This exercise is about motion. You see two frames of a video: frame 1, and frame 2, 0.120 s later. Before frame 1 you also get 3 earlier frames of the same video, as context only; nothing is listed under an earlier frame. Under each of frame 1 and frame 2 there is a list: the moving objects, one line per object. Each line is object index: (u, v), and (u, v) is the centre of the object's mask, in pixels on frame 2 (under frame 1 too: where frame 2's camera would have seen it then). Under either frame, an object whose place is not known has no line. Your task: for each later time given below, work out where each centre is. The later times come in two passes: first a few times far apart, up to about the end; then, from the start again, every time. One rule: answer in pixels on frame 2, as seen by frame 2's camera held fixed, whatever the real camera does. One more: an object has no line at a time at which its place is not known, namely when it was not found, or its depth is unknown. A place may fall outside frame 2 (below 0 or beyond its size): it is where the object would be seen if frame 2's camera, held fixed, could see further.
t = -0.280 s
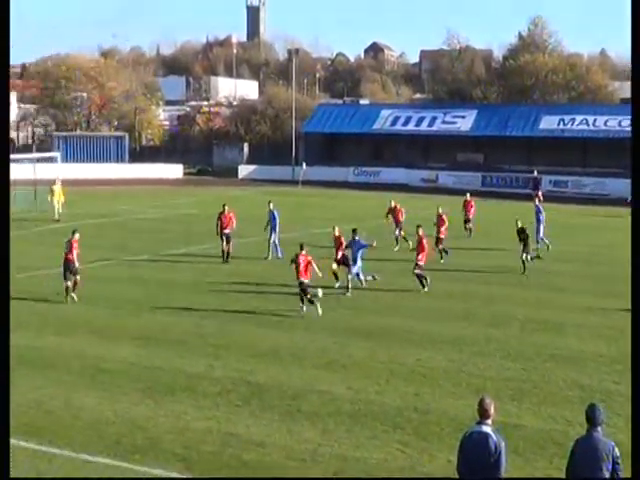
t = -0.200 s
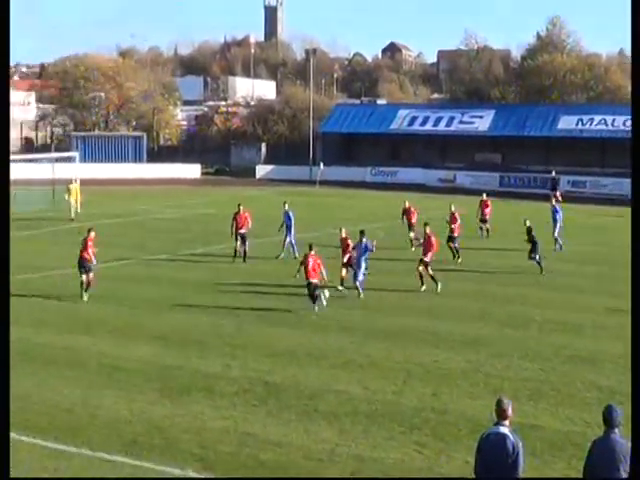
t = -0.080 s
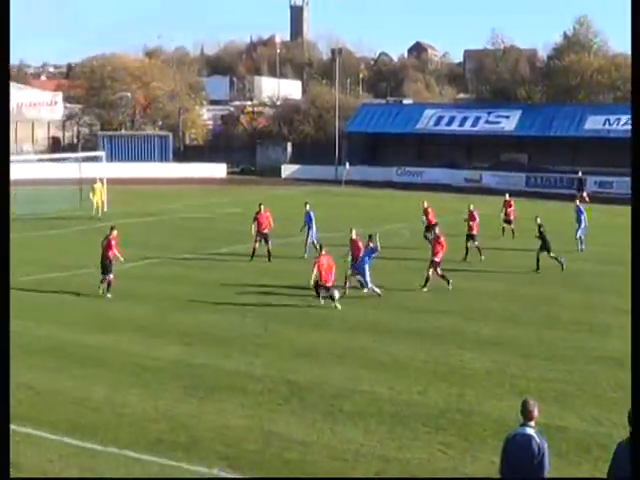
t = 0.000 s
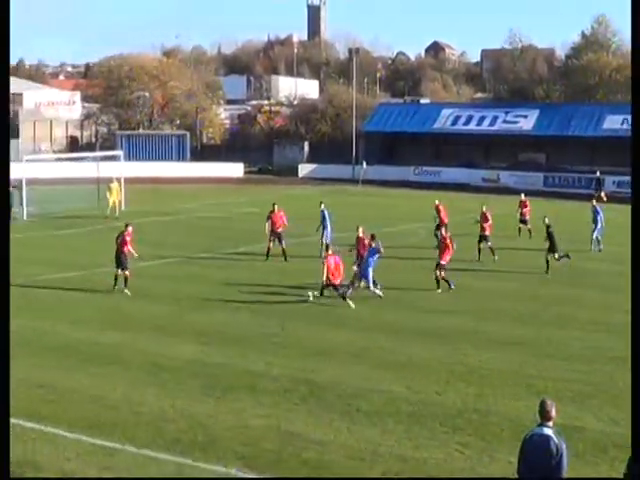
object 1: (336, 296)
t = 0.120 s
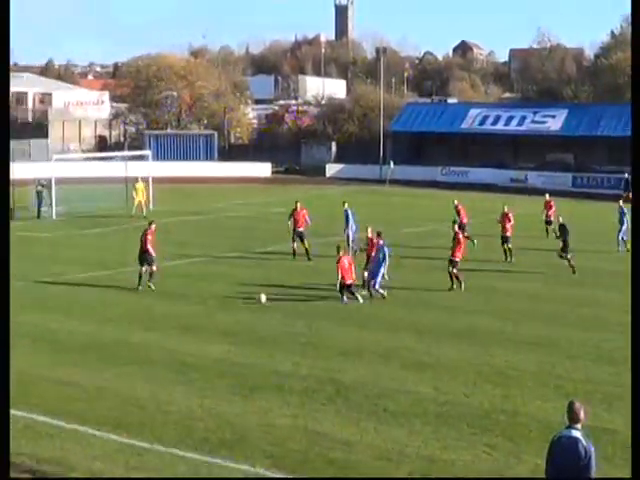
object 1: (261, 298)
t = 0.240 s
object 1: (190, 301)
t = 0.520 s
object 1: (36, 305)
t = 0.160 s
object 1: (237, 300)
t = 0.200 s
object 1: (213, 301)
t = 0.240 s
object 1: (190, 301)
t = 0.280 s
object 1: (167, 303)
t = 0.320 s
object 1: (144, 303)
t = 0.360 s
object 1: (118, 304)
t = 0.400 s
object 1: (95, 305)
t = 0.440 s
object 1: (75, 304)
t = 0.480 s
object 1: (55, 304)
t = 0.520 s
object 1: (36, 305)
